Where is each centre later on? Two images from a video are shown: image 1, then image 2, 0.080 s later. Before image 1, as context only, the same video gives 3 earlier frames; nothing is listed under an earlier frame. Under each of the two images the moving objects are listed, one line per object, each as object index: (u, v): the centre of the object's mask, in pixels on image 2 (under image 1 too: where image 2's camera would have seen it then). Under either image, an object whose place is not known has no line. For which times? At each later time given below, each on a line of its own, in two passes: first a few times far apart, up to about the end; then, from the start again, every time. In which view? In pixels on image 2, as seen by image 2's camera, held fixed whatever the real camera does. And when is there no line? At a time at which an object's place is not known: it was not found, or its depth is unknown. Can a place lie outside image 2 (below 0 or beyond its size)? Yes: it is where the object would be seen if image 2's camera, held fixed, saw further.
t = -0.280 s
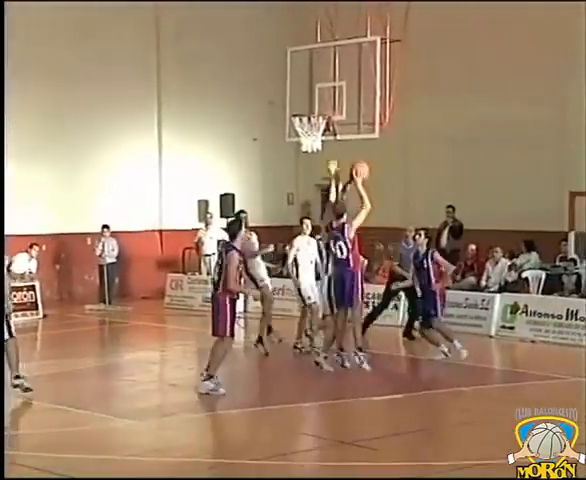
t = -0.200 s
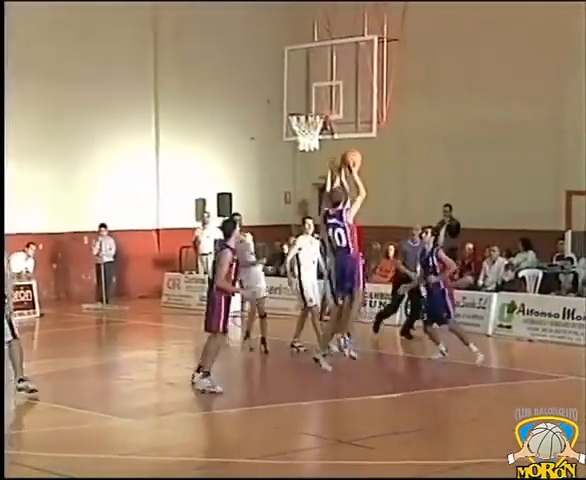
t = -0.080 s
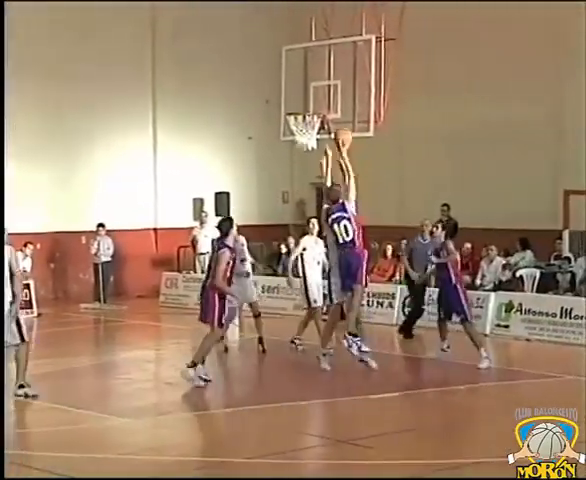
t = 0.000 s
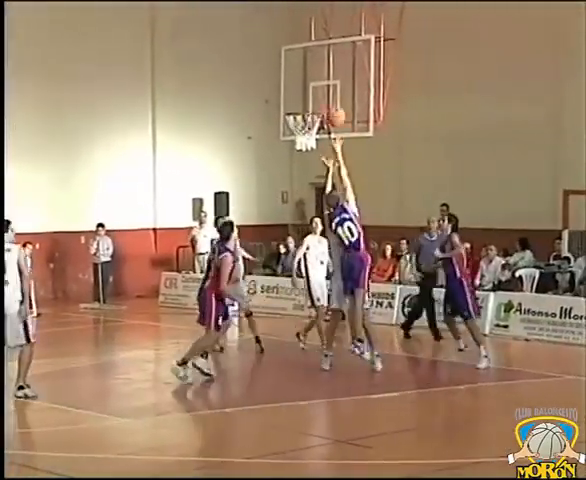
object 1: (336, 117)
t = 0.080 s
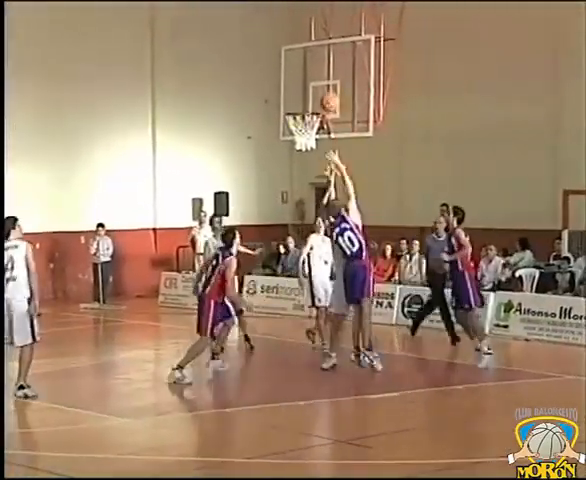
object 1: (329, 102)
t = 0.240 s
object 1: (317, 89)
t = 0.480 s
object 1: (295, 106)
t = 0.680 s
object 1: (265, 152)
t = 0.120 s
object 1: (327, 96)
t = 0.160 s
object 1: (324, 93)
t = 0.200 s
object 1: (322, 91)
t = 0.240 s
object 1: (317, 89)
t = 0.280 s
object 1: (315, 89)
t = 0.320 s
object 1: (312, 90)
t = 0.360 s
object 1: (310, 92)
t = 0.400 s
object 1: (304, 97)
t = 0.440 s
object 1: (298, 102)
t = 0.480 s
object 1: (295, 106)
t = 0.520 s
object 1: (287, 111)
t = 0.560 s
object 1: (282, 122)
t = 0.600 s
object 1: (279, 130)
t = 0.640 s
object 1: (272, 142)
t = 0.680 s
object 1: (265, 152)
